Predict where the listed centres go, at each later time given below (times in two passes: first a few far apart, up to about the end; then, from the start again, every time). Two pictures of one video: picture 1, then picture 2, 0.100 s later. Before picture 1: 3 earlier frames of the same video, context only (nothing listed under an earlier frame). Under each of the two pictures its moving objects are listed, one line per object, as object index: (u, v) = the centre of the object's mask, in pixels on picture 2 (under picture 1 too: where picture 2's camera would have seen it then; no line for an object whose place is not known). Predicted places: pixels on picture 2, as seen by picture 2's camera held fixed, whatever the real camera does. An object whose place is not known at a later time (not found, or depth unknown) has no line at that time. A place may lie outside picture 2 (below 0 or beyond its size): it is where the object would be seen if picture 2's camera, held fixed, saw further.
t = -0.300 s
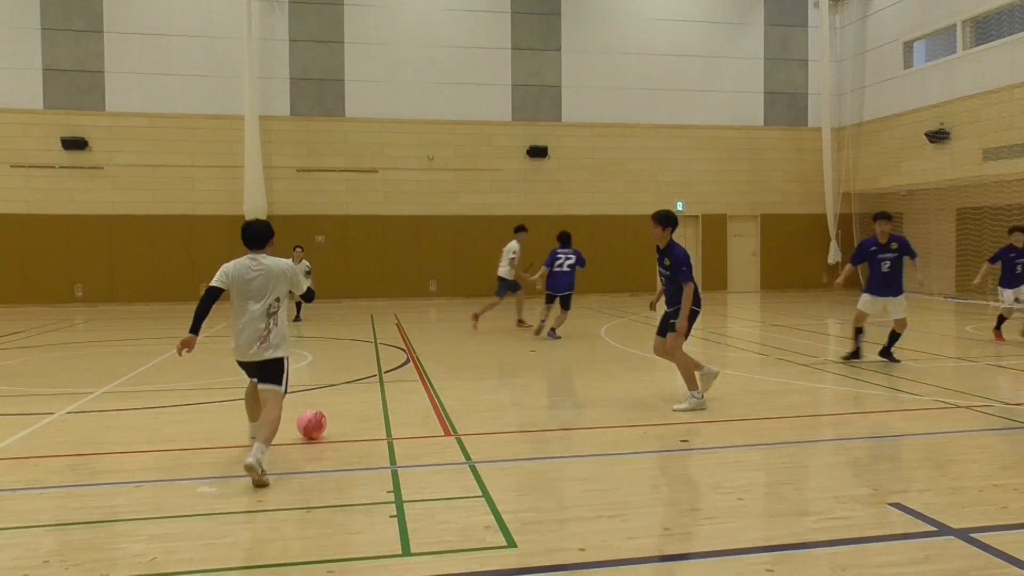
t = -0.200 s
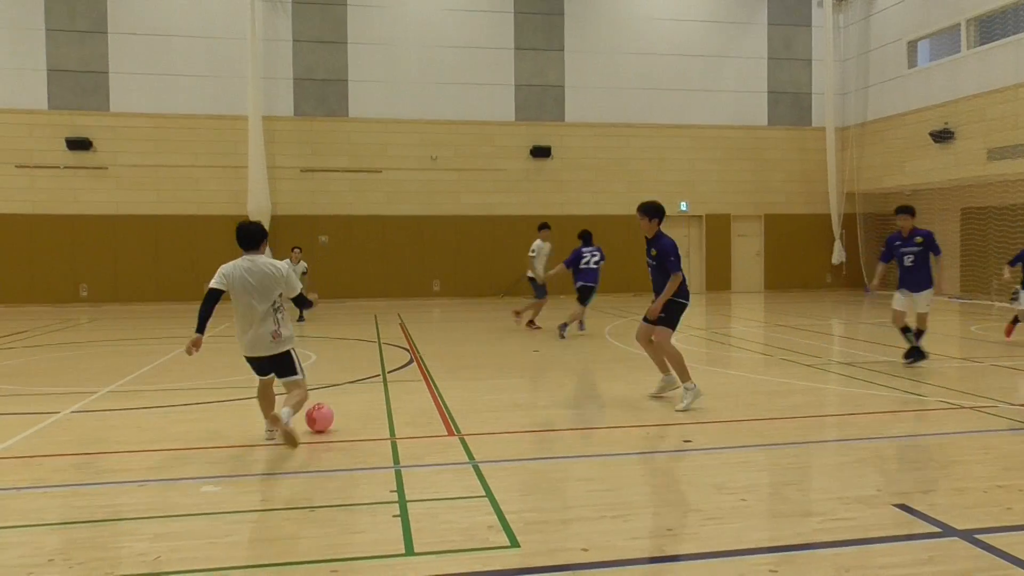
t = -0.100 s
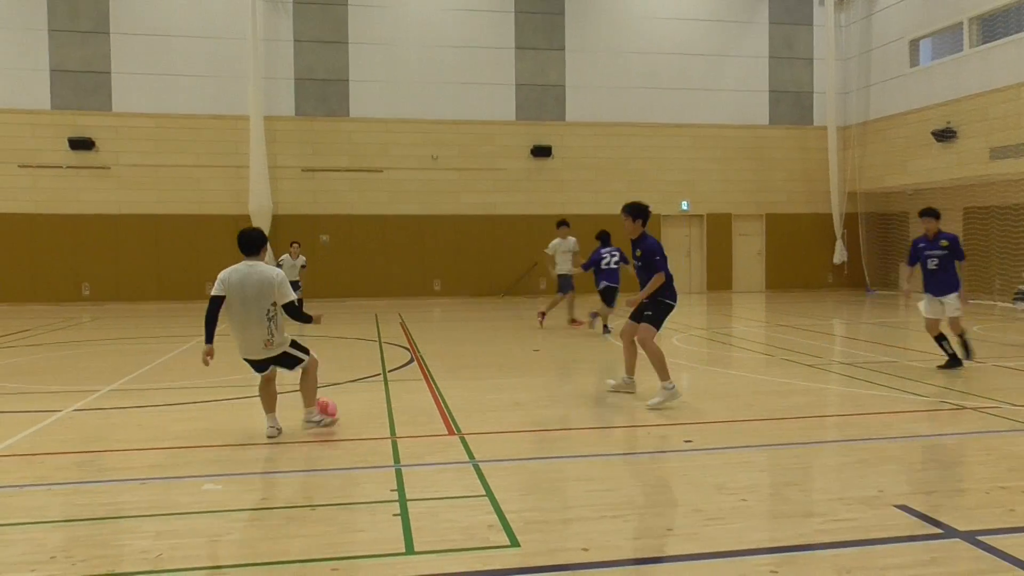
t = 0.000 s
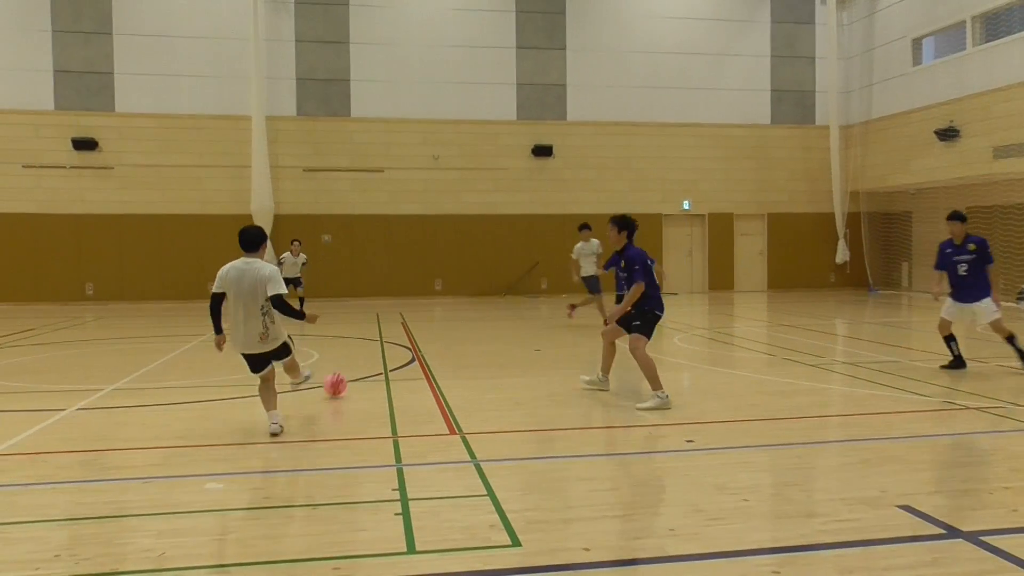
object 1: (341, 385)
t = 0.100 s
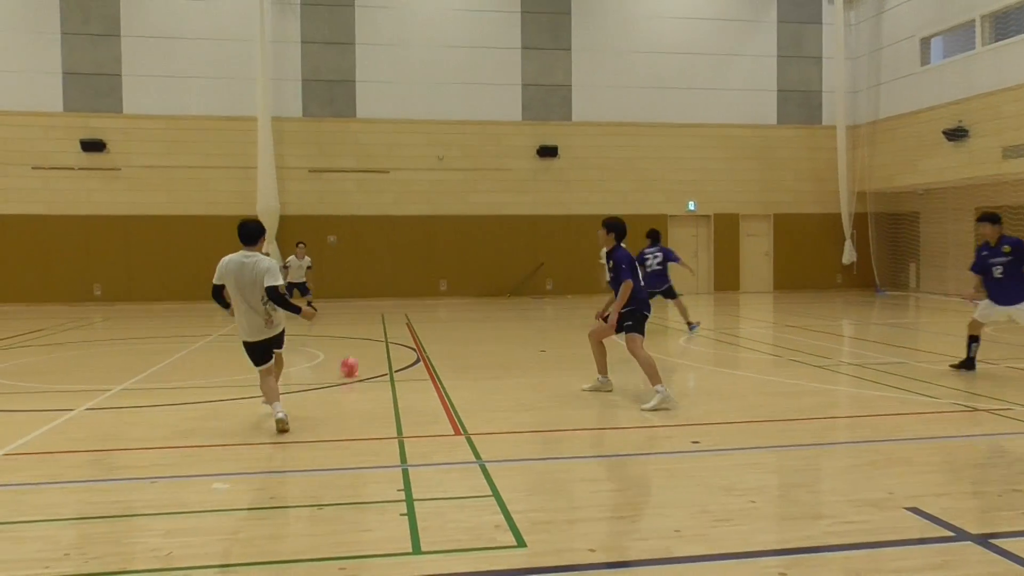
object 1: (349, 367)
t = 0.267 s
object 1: (358, 346)
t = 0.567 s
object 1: (367, 325)
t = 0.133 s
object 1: (352, 362)
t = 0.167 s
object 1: (354, 358)
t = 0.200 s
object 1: (355, 354)
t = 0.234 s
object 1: (357, 350)
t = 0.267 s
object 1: (358, 346)
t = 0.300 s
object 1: (359, 343)
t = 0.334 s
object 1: (360, 340)
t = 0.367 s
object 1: (362, 336)
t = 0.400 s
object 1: (363, 335)
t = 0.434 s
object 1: (364, 331)
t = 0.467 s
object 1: (365, 330)
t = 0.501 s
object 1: (366, 328)
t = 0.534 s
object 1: (366, 327)
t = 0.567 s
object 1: (367, 325)
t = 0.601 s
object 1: (369, 323)
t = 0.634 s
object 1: (368, 321)
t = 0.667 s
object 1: (370, 320)
